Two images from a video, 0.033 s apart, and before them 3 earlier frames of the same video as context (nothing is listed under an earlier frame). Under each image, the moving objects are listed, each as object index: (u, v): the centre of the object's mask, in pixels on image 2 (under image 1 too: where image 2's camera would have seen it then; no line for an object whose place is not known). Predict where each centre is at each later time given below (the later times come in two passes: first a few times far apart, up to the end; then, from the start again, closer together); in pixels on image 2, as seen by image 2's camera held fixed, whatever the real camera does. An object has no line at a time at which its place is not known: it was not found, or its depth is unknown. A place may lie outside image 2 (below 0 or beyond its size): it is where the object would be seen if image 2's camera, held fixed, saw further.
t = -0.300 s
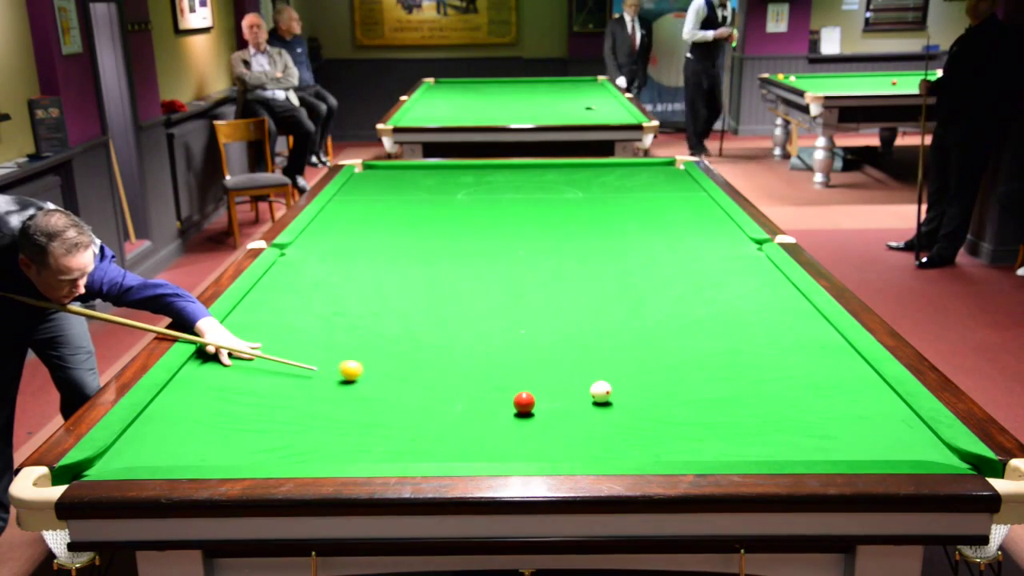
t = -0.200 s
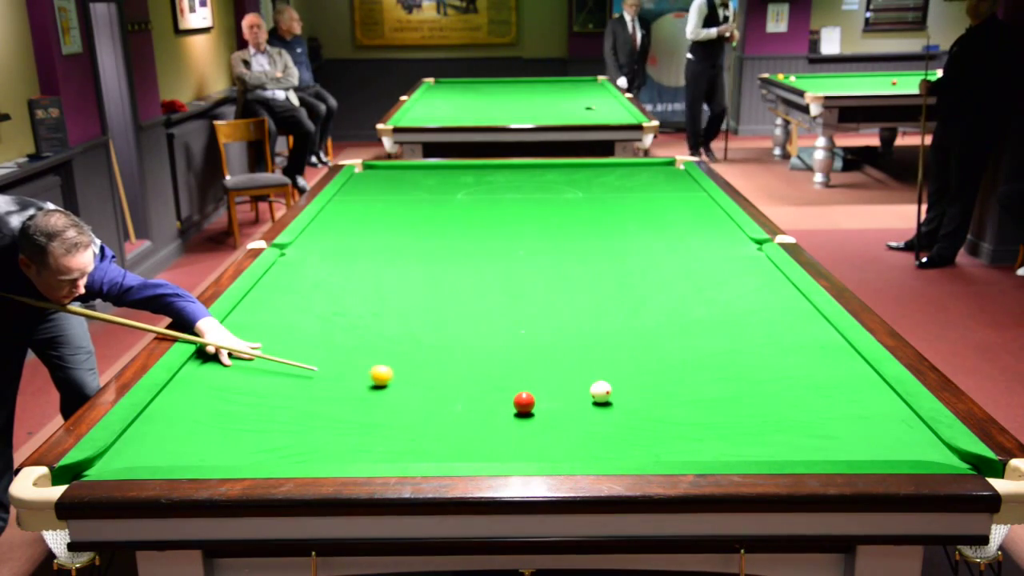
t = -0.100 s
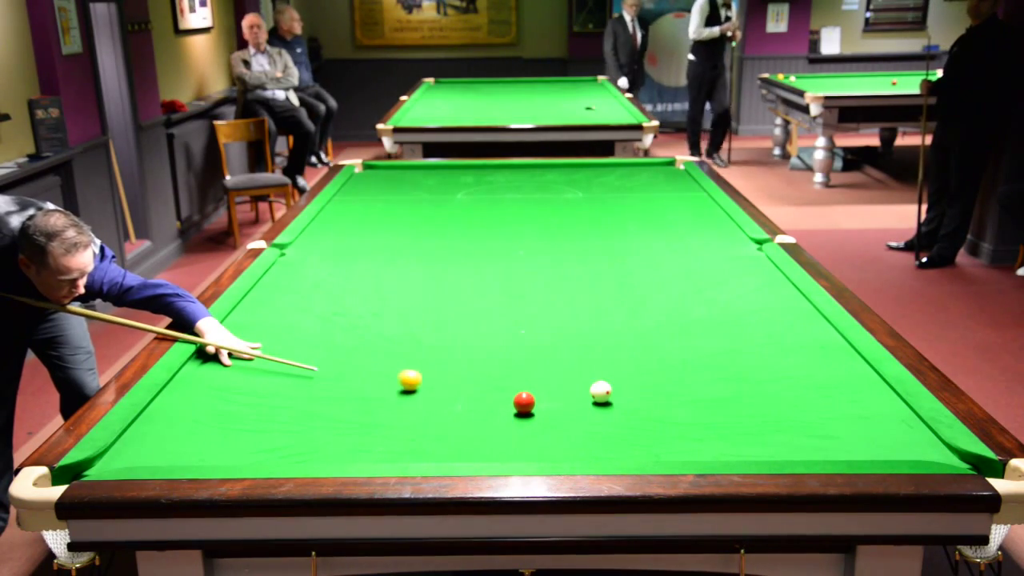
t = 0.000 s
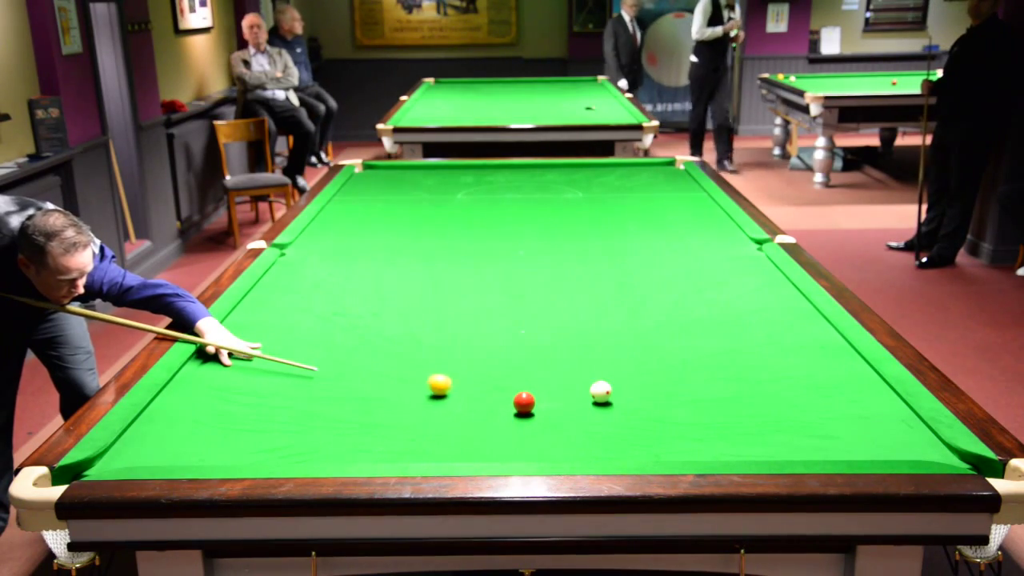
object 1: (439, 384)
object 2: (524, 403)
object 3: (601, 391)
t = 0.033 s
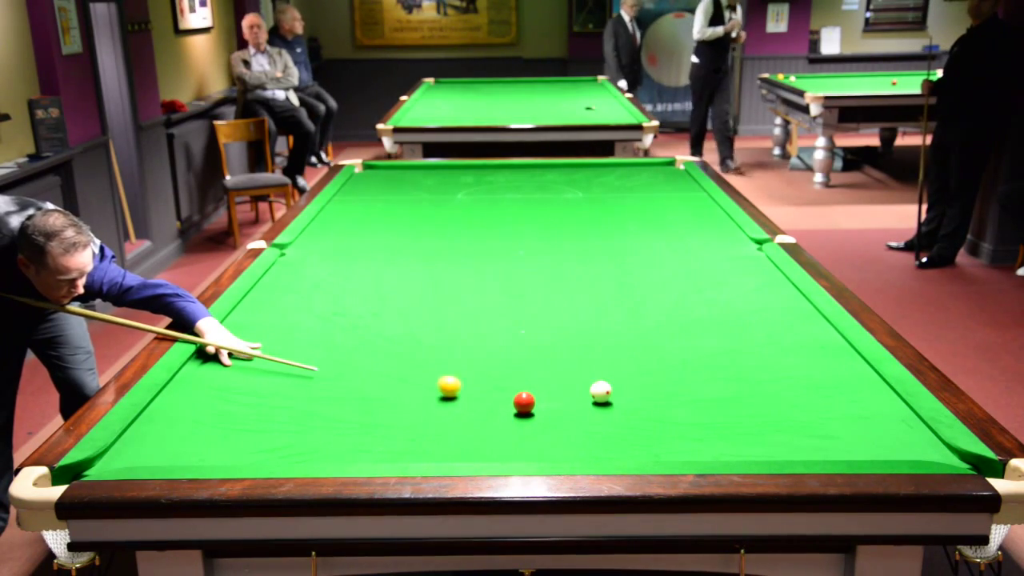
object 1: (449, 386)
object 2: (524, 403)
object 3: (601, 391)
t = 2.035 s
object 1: (595, 387)
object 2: (755, 435)
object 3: (672, 392)
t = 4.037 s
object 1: (595, 387)
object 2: (831, 415)
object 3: (689, 392)
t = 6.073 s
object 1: (595, 387)
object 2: (832, 415)
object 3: (689, 392)
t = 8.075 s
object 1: (595, 387)
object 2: (832, 415)
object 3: (689, 392)
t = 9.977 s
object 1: (595, 387)
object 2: (832, 415)
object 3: (689, 392)
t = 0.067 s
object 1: (459, 388)
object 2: (524, 403)
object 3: (601, 391)
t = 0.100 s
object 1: (469, 389)
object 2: (524, 403)
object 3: (601, 391)
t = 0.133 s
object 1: (479, 391)
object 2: (524, 403)
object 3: (601, 391)
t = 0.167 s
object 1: (489, 393)
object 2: (524, 403)
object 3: (601, 391)
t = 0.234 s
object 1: (507, 395)
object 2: (524, 403)
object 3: (601, 391)
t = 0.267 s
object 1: (512, 395)
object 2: (532, 405)
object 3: (601, 391)
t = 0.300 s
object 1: (516, 395)
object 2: (538, 408)
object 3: (601, 391)
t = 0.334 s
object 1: (520, 394)
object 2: (544, 410)
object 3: (601, 391)
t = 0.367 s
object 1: (525, 394)
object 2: (549, 412)
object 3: (601, 391)
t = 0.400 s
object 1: (530, 394)
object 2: (555, 414)
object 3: (601, 391)
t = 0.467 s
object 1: (539, 393)
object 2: (565, 418)
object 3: (601, 391)
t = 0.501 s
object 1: (543, 393)
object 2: (571, 420)
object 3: (601, 391)
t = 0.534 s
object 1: (547, 393)
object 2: (576, 422)
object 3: (601, 391)
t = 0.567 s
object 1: (552, 393)
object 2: (581, 423)
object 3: (601, 391)
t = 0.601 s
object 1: (556, 392)
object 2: (586, 425)
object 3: (601, 391)
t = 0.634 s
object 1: (560, 392)
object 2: (592, 428)
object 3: (601, 391)
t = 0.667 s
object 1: (564, 392)
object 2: (597, 429)
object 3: (601, 391)
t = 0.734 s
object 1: (572, 391)
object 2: (608, 433)
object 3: (601, 391)
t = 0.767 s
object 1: (576, 391)
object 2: (614, 435)
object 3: (601, 391)
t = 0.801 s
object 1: (579, 391)
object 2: (619, 437)
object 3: (602, 391)
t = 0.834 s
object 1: (580, 390)
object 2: (624, 439)
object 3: (605, 391)
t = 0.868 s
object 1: (581, 390)
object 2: (630, 441)
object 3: (607, 391)
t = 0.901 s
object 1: (582, 390)
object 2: (635, 444)
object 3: (610, 391)
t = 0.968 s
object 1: (584, 389)
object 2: (646, 447)
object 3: (615, 391)
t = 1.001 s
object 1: (585, 389)
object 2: (652, 449)
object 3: (617, 391)
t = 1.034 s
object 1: (586, 389)
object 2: (657, 450)
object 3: (620, 391)
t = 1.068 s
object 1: (586, 389)
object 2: (662, 451)
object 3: (622, 391)
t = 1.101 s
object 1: (587, 389)
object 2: (668, 452)
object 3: (624, 391)
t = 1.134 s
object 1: (588, 389)
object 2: (674, 453)
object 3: (627, 391)
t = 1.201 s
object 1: (589, 388)
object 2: (682, 454)
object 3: (631, 391)
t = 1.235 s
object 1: (590, 388)
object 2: (686, 453)
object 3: (633, 391)
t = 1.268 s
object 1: (591, 388)
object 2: (689, 452)
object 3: (635, 392)
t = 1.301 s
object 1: (591, 388)
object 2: (692, 452)
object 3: (637, 391)
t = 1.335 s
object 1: (592, 388)
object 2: (696, 451)
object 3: (639, 391)
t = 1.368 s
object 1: (592, 388)
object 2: (699, 451)
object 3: (641, 392)
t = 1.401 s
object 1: (593, 387)
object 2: (702, 450)
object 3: (643, 392)
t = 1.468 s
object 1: (594, 387)
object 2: (708, 449)
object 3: (647, 392)
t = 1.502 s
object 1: (594, 387)
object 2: (711, 448)
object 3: (649, 392)
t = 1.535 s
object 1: (595, 387)
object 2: (715, 447)
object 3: (651, 392)
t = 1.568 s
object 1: (595, 387)
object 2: (718, 447)
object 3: (652, 392)
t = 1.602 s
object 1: (595, 387)
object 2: (721, 446)
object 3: (654, 392)
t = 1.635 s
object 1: (595, 387)
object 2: (723, 444)
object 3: (656, 392)
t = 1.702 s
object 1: (596, 387)
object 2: (729, 443)
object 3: (659, 392)
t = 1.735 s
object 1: (596, 387)
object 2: (732, 442)
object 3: (661, 392)
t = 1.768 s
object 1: (596, 387)
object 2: (734, 441)
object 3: (662, 392)
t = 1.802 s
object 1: (596, 387)
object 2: (737, 440)
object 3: (664, 392)
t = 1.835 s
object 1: (595, 387)
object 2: (740, 439)
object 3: (665, 392)
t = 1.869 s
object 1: (595, 387)
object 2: (742, 438)
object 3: (667, 392)
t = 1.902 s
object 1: (595, 387)
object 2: (745, 438)
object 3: (668, 392)
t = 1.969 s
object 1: (595, 387)
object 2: (750, 436)
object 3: (670, 392)
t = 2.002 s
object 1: (595, 387)
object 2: (752, 436)
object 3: (671, 392)
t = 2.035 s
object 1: (595, 387)
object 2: (755, 435)
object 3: (672, 392)
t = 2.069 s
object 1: (595, 387)
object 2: (757, 434)
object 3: (673, 392)
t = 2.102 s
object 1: (595, 387)
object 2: (759, 434)
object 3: (675, 392)
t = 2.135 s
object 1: (595, 387)
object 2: (762, 433)
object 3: (676, 392)
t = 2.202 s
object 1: (595, 387)
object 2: (766, 432)
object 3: (678, 392)
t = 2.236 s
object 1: (595, 387)
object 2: (768, 431)
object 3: (679, 392)
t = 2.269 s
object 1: (595, 387)
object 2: (770, 430)
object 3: (679, 392)
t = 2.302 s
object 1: (595, 387)
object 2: (772, 430)
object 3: (680, 392)
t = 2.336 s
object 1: (595, 387)
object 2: (774, 429)
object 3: (681, 392)
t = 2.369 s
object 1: (595, 387)
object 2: (776, 428)
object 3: (682, 392)
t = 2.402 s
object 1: (595, 387)
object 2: (778, 428)
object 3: (683, 392)
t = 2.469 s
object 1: (595, 387)
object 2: (782, 427)
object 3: (684, 392)
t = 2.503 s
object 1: (595, 387)
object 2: (784, 426)
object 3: (685, 392)
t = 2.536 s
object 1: (595, 387)
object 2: (785, 426)
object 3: (685, 392)
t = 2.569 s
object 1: (595, 387)
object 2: (787, 425)
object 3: (686, 392)
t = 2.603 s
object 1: (595, 387)
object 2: (789, 425)
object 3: (686, 392)
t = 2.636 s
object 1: (595, 387)
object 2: (791, 424)
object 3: (687, 392)
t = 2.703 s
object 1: (595, 387)
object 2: (794, 423)
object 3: (688, 392)
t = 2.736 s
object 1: (595, 387)
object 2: (796, 423)
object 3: (688, 392)
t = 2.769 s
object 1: (595, 387)
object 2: (797, 423)
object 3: (688, 392)
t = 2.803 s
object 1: (595, 387)
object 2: (799, 422)
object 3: (689, 392)
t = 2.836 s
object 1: (595, 387)
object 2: (800, 422)
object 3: (689, 392)
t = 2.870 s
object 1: (595, 387)
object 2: (801, 421)
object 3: (689, 392)
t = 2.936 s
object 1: (595, 387)
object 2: (804, 420)
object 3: (689, 392)
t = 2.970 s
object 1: (595, 387)
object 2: (805, 421)
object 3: (689, 392)
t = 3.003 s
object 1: (595, 387)
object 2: (807, 420)
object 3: (689, 392)
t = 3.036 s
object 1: (595, 387)
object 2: (808, 420)
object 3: (689, 392)
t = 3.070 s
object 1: (595, 387)
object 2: (809, 419)
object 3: (689, 392)
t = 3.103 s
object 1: (595, 387)
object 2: (810, 419)
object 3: (689, 392)
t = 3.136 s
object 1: (595, 386)
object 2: (811, 419)
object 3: (689, 392)
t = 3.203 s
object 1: (595, 387)
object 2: (814, 418)
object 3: (689, 392)
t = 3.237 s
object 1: (595, 387)
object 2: (815, 418)
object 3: (689, 392)
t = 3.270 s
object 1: (595, 386)
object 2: (816, 418)
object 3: (689, 392)
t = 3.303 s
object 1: (595, 386)
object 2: (817, 418)
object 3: (689, 392)
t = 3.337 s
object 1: (595, 387)
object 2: (818, 417)
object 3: (689, 392)
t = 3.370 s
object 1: (595, 387)
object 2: (819, 417)
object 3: (689, 392)
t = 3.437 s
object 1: (595, 387)
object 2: (820, 417)
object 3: (689, 392)
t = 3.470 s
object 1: (595, 387)
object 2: (821, 416)
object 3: (689, 392)
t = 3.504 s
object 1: (595, 387)
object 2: (822, 416)
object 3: (689, 392)
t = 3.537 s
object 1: (595, 387)
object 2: (823, 416)
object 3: (689, 392)
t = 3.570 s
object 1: (595, 387)
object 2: (823, 416)
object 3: (689, 392)
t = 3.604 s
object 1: (595, 387)
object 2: (824, 416)
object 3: (689, 392)
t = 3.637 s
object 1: (595, 387)
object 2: (825, 416)
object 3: (689, 392)
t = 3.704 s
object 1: (595, 387)
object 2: (826, 416)
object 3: (689, 392)
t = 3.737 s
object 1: (595, 387)
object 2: (827, 416)
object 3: (689, 392)
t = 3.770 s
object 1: (595, 387)
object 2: (827, 416)
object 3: (689, 392)
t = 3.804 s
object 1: (595, 387)
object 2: (828, 415)
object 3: (689, 392)
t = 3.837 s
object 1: (595, 387)
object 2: (828, 415)
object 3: (689, 392)
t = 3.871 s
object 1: (595, 387)
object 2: (829, 415)
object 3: (689, 392)
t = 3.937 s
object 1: (595, 387)
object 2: (830, 415)
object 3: (689, 392)
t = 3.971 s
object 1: (595, 387)
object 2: (830, 415)
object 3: (689, 392)
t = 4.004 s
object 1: (595, 387)
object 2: (830, 415)
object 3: (689, 392)
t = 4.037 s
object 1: (595, 387)
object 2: (831, 415)
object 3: (689, 392)
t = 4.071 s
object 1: (595, 387)
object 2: (831, 414)
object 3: (689, 392)
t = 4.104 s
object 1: (595, 387)
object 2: (831, 415)
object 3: (689, 392)
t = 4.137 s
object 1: (595, 387)
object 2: (831, 415)
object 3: (689, 392)
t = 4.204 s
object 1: (595, 387)
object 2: (832, 415)
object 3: (689, 392)
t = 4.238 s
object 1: (595, 387)
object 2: (832, 414)
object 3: (689, 392)
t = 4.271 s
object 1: (595, 387)
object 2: (832, 415)
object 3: (689, 392)
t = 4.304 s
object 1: (595, 387)
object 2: (832, 414)
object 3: (689, 392)
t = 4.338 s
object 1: (595, 387)
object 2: (832, 415)
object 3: (689, 392)
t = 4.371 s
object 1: (595, 387)
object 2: (832, 415)
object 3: (689, 392)
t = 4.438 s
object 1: (595, 387)
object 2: (832, 415)
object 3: (689, 392)
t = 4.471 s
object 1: (595, 387)
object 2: (832, 415)
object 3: (689, 392)
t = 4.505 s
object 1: (595, 387)
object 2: (832, 415)
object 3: (689, 392)
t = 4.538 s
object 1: (595, 387)
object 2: (832, 414)
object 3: (689, 392)
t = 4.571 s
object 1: (595, 387)
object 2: (832, 415)
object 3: (689, 392)
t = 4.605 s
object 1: (595, 387)
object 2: (832, 415)
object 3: (689, 392)
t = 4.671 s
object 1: (595, 387)
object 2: (832, 415)
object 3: (689, 392)
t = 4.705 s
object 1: (595, 387)
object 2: (832, 415)
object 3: (689, 392)
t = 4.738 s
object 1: (595, 387)
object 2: (832, 415)
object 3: (689, 392)
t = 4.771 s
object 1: (595, 387)
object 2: (832, 415)
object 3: (689, 392)
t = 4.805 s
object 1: (595, 387)
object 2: (832, 415)
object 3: (689, 392)
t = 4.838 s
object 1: (595, 387)
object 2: (832, 414)
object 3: (689, 392)
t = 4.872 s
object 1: (595, 387)
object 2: (832, 415)
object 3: (689, 392)
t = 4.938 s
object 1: (595, 387)
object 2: (832, 415)
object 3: (689, 392)
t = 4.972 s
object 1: (595, 387)
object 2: (832, 415)
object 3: (689, 392)
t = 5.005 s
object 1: (595, 387)
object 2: (832, 415)
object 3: (689, 392)
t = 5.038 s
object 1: (595, 387)
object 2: (832, 415)
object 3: (689, 392)
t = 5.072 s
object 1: (595, 387)
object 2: (832, 414)
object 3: (689, 392)
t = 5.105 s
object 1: (595, 387)
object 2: (832, 415)
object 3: (689, 392)
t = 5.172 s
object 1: (595, 387)
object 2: (832, 414)
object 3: (689, 392)
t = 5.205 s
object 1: (595, 387)
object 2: (831, 415)
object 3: (689, 392)
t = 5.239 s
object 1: (595, 387)
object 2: (832, 414)
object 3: (689, 392)
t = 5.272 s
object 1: (595, 387)
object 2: (832, 415)
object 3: (689, 392)
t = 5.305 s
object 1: (595, 387)
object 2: (832, 415)
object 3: (689, 392)
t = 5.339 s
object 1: (595, 387)
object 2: (832, 415)
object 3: (689, 392)
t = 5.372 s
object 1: (595, 387)
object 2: (832, 414)
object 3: (689, 392)
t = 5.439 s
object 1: (595, 387)
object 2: (832, 415)
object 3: (689, 392)
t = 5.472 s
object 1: (595, 387)
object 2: (832, 415)
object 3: (689, 392)
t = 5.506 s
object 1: (595, 387)
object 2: (832, 415)
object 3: (689, 392)
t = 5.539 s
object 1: (595, 387)
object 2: (832, 415)
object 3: (689, 392)
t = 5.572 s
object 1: (595, 387)
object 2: (831, 415)
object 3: (689, 392)
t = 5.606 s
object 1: (595, 387)
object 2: (831, 415)
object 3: (689, 392)
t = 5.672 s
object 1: (595, 387)
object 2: (831, 415)
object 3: (689, 392)
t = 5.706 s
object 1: (595, 387)
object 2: (831, 415)
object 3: (689, 392)
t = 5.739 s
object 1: (595, 387)
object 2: (831, 415)
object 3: (689, 392)
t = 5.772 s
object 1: (595, 387)
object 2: (832, 415)
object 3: (689, 392)
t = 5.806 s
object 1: (595, 387)
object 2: (832, 415)
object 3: (689, 392)
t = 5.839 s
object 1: (595, 387)
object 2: (832, 415)
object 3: (689, 392)
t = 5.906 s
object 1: (595, 387)
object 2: (832, 414)
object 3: (689, 392)
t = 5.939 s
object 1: (595, 387)
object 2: (832, 415)
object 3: (689, 392)
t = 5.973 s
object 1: (595, 387)
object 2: (832, 415)
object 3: (689, 392)
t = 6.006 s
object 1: (595, 387)
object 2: (832, 415)
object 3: (689, 392)
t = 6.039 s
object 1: (595, 387)
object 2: (832, 415)
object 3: (689, 392)
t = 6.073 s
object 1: (595, 387)
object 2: (832, 415)
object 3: (689, 392)
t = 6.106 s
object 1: (595, 387)
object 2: (832, 415)
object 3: (689, 392)
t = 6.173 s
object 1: (595, 387)
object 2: (832, 415)
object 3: (689, 392)
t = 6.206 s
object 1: (595, 387)
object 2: (832, 415)
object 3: (689, 392)
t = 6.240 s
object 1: (595, 387)
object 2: (832, 415)
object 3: (689, 392)
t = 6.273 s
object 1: (595, 387)
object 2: (832, 414)
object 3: (689, 392)
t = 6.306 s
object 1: (595, 387)
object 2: (832, 415)
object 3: (689, 392)
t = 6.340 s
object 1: (595, 387)
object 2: (832, 415)
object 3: (689, 392)
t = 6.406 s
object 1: (595, 387)
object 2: (832, 415)
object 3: (689, 392)
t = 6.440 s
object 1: (595, 387)
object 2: (832, 415)
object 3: (689, 392)
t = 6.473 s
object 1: (595, 387)
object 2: (832, 415)
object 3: (689, 392)
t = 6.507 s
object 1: (595, 387)
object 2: (832, 415)
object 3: (689, 392)
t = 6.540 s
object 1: (595, 387)
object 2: (832, 415)
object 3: (689, 392)
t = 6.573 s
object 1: (595, 387)
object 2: (832, 415)
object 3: (689, 392)
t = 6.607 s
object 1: (595, 387)
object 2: (832, 415)
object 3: (689, 392)
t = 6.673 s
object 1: (595, 387)
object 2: (832, 415)
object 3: (689, 392)
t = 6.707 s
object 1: (595, 387)
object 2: (832, 415)
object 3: (689, 392)
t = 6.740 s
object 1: (595, 387)
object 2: (832, 415)
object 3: (689, 392)
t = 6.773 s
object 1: (595, 387)
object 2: (832, 415)
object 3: (689, 392)
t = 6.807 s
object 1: (595, 387)
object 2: (832, 415)
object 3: (689, 392)
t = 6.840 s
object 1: (595, 387)
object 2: (832, 415)
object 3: (689, 392)
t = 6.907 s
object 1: (595, 387)
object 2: (832, 415)
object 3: (689, 392)
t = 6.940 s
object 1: (595, 387)
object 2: (832, 415)
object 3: (689, 392)
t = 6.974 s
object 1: (595, 387)
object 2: (832, 415)
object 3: (689, 392)
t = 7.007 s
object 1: (595, 387)
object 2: (832, 415)
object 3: (689, 392)
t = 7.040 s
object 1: (595, 387)
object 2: (832, 415)
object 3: (689, 392)
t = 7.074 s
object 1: (595, 387)
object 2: (832, 415)
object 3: (689, 392)
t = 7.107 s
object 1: (595, 387)
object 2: (832, 415)
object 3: (689, 392)
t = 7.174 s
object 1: (595, 387)
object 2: (832, 415)
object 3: (689, 392)
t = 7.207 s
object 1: (595, 387)
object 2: (832, 415)
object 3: (689, 392)
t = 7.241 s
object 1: (595, 387)
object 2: (832, 415)
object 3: (689, 392)
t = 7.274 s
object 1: (595, 387)
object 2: (832, 415)
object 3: (689, 392)
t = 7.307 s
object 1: (595, 387)
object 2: (832, 415)
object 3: (689, 392)
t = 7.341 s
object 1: (595, 387)
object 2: (832, 415)
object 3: (689, 392)
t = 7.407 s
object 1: (595, 387)
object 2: (832, 415)
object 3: (689, 392)
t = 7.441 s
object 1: (595, 387)
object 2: (832, 415)
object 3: (689, 392)
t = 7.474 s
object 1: (595, 387)
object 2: (832, 415)
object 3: (689, 392)
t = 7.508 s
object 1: (595, 387)
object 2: (832, 415)
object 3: (689, 392)
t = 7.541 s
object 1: (595, 387)
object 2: (832, 415)
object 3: (689, 392)
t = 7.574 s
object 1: (595, 387)
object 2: (832, 415)
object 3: (689, 392)
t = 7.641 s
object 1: (595, 387)
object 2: (832, 415)
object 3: (689, 392)
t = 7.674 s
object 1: (595, 387)
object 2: (832, 415)
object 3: (689, 392)
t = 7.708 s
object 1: (595, 387)
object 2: (832, 415)
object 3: (689, 392)
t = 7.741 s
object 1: (595, 387)
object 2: (832, 415)
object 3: (689, 392)
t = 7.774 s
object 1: (595, 387)
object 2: (832, 415)
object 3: (689, 392)
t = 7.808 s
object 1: (595, 387)
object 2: (832, 414)
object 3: (689, 392)
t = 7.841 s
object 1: (595, 387)
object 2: (832, 414)
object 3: (689, 392)
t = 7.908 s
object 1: (595, 387)
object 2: (832, 415)
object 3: (689, 392)
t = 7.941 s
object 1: (595, 387)
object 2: (832, 414)
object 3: (689, 392)
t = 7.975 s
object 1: (595, 387)
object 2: (832, 414)
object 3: (689, 392)
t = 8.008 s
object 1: (595, 387)
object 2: (832, 415)
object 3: (689, 392)
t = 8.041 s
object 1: (595, 387)
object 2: (832, 415)
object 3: (689, 392)
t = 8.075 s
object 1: (595, 387)
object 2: (832, 415)
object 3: (689, 392)
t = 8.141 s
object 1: (595, 387)
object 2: (832, 415)
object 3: (689, 392)
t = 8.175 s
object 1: (595, 387)
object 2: (832, 415)
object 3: (689, 392)
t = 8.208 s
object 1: (595, 387)
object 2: (832, 414)
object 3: (689, 392)
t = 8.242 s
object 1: (595, 387)
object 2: (832, 415)
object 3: (689, 392)
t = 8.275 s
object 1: (595, 387)
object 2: (832, 415)
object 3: (689, 392)
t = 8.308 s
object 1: (595, 387)
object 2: (832, 415)
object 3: (689, 392)
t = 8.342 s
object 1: (595, 387)
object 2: (832, 414)
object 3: (689, 392)
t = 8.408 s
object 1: (595, 387)
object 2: (832, 414)
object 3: (689, 392)
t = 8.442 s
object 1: (595, 387)
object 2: (832, 415)
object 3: (689, 392)
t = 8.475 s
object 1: (595, 387)
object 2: (832, 415)
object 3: (689, 392)
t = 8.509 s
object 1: (595, 387)
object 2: (832, 415)
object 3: (689, 392)
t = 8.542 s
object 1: (595, 387)
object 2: (832, 415)
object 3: (689, 392)
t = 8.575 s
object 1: (595, 387)
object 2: (831, 415)
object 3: (689, 392)
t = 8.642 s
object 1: (595, 387)
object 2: (831, 415)
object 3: (689, 392)
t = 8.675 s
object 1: (595, 387)
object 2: (832, 415)
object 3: (689, 392)
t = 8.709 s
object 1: (595, 387)
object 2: (831, 415)
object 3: (689, 392)
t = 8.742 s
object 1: (595, 387)
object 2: (832, 415)
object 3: (689, 392)
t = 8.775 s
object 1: (595, 387)
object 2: (832, 415)
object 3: (689, 392)
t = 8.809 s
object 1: (595, 387)
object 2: (831, 415)
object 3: (689, 392)
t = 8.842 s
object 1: (595, 387)
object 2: (832, 414)
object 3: (689, 392)
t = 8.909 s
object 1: (595, 387)
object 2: (831, 415)
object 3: (689, 392)
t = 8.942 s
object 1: (595, 387)
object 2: (831, 415)
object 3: (689, 392)
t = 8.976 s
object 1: (595, 387)
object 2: (831, 415)
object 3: (689, 392)
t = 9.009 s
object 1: (595, 387)
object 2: (832, 415)
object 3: (689, 392)
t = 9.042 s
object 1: (595, 387)
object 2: (831, 415)
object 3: (689, 392)
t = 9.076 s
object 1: (595, 387)
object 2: (831, 415)
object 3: (689, 392)
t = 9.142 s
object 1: (595, 387)
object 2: (832, 414)
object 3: (689, 392)
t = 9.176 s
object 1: (595, 387)
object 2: (831, 415)
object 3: (689, 392)
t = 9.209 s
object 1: (595, 387)
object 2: (831, 415)
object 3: (689, 392)
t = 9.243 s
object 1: (595, 387)
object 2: (831, 415)
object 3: (689, 392)
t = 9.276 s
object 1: (595, 387)
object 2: (831, 415)
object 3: (689, 392)
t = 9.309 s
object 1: (595, 387)
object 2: (832, 414)
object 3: (689, 392)
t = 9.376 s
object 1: (595, 387)
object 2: (831, 415)
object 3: (689, 392)
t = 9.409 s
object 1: (595, 387)
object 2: (831, 415)
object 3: (689, 392)
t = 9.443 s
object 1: (595, 387)
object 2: (831, 415)
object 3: (689, 392)
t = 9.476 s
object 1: (595, 387)
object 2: (832, 415)
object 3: (689, 392)
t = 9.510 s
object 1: (595, 387)
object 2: (832, 414)
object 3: (689, 392)
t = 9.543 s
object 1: (595, 387)
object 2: (832, 414)
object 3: (689, 392)
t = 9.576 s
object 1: (595, 387)
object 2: (831, 415)
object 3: (689, 392)
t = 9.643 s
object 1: (595, 387)
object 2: (832, 415)
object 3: (689, 392)
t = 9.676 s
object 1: (595, 387)
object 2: (832, 415)
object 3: (689, 392)
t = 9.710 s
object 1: (595, 387)
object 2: (832, 415)
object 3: (689, 392)
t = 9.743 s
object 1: (595, 387)
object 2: (832, 415)
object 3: (689, 392)
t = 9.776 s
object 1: (595, 387)
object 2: (832, 414)
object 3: (689, 392)
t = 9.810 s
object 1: (595, 387)
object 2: (832, 415)
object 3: (689, 392)
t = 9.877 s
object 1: (595, 387)
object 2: (832, 415)
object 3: (689, 392)
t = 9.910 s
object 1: (595, 387)
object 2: (832, 415)
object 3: (689, 392)
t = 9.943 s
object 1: (595, 387)
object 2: (832, 414)
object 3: (689, 392)
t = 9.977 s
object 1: (595, 387)
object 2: (832, 415)
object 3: (689, 392)
